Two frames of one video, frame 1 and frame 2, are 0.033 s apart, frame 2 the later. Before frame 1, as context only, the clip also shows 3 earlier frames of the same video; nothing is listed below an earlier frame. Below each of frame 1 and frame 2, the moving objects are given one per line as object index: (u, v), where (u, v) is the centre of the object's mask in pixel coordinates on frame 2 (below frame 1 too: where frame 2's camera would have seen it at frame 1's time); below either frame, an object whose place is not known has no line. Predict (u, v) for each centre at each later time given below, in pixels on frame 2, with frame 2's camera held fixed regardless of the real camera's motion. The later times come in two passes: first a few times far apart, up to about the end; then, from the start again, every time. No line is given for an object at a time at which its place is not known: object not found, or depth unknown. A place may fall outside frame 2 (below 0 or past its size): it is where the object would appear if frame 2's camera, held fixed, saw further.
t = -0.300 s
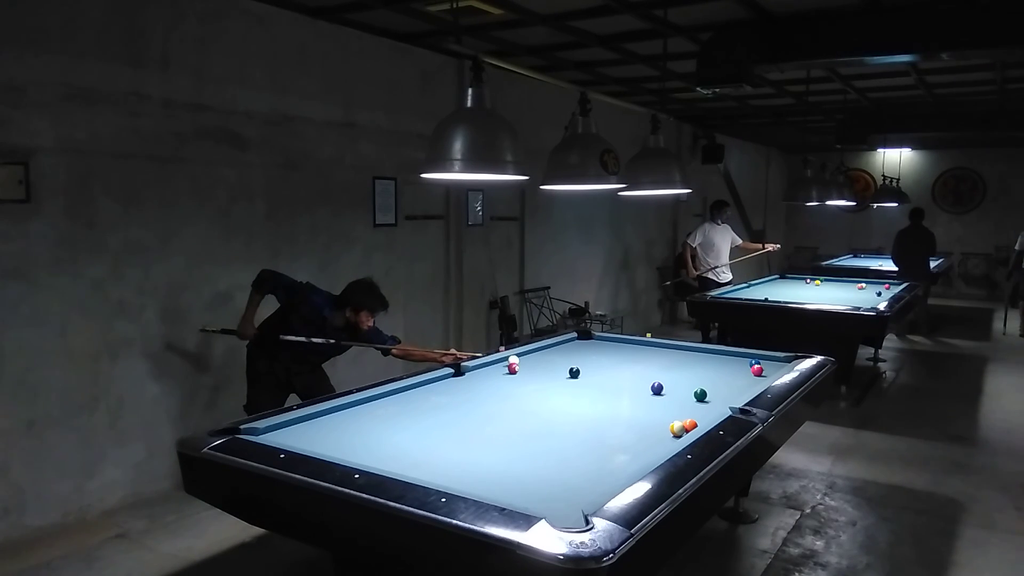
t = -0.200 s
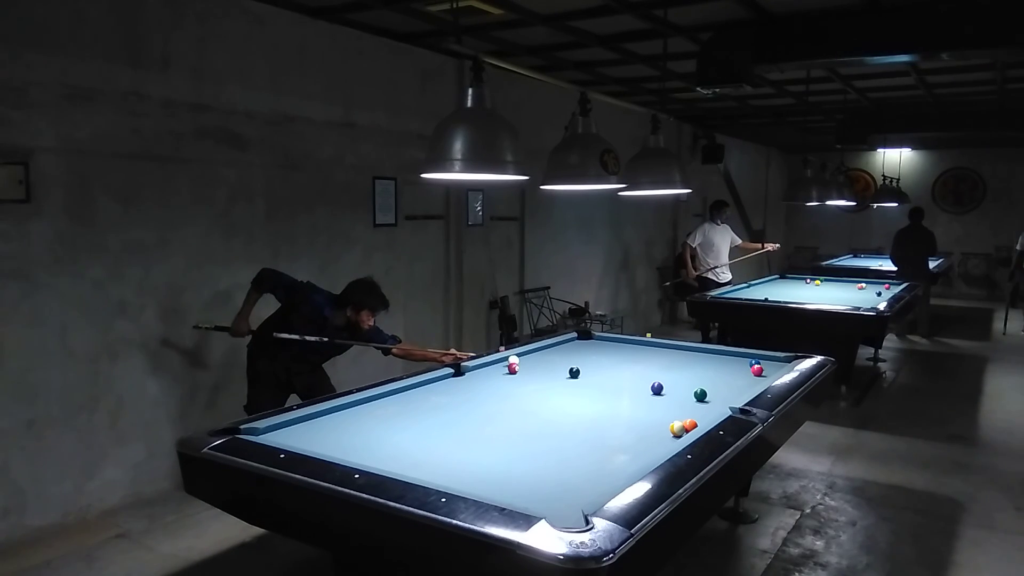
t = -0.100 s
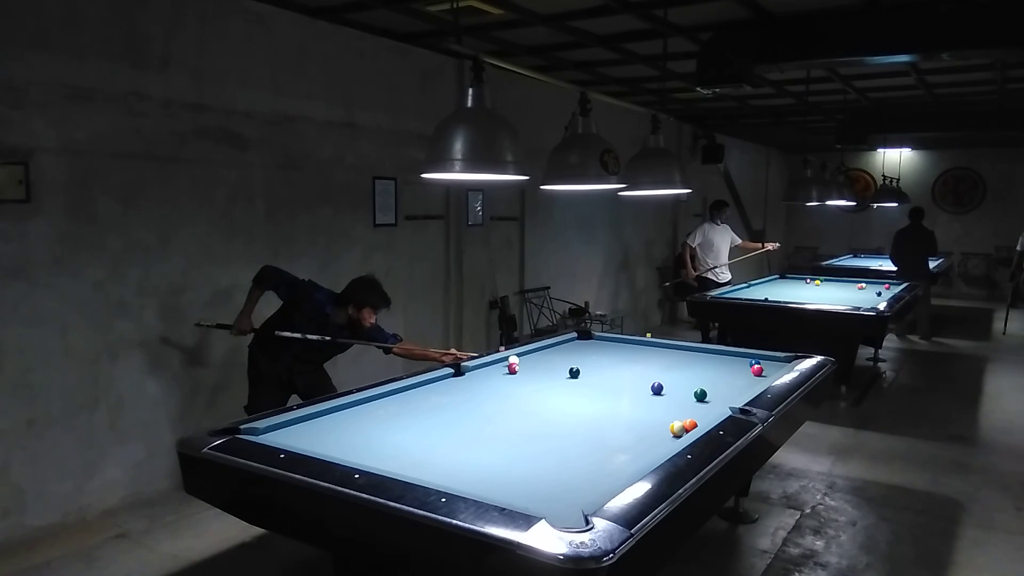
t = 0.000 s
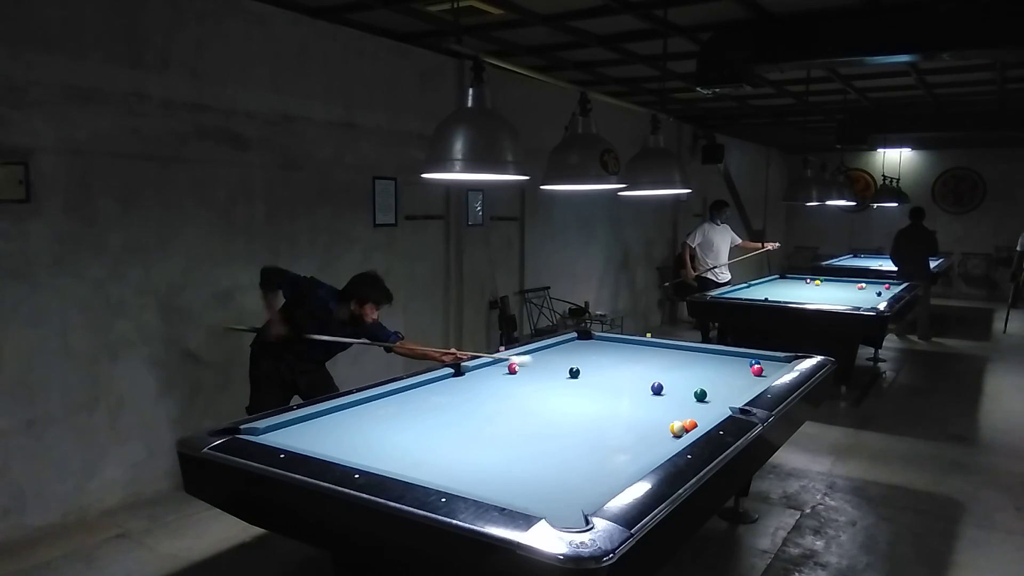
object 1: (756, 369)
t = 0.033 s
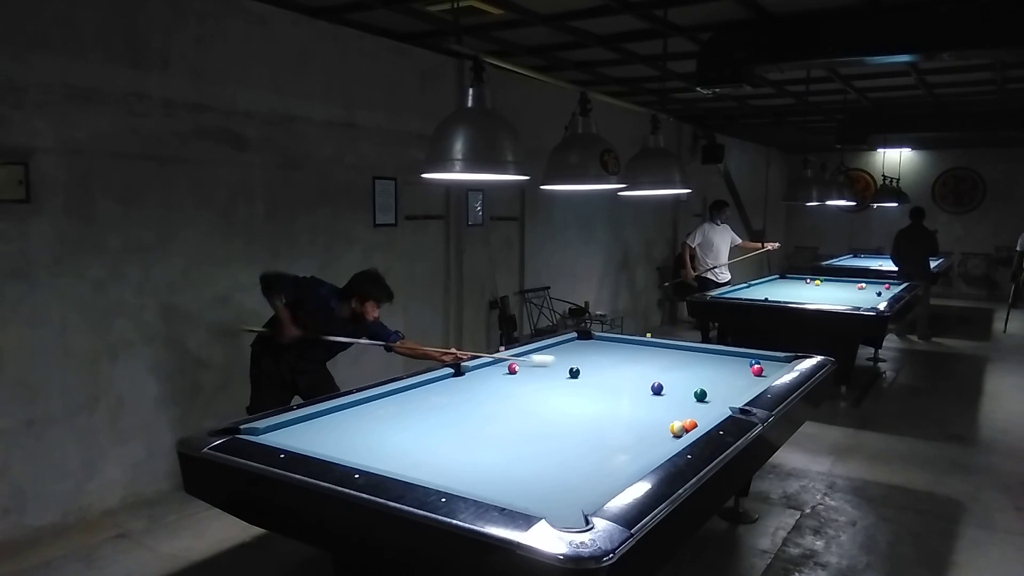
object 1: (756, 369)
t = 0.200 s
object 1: (756, 369)
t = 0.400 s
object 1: (757, 370)
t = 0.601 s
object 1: (756, 372)
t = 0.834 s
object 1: (754, 375)
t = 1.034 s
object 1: (752, 378)
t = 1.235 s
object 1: (750, 380)
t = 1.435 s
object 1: (749, 382)
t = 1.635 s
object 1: (747, 384)
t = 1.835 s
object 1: (745, 386)
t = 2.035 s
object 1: (743, 388)
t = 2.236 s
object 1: (741, 390)
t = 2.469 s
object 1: (739, 391)
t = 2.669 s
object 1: (736, 393)
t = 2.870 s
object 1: (735, 394)
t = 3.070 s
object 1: (733, 395)
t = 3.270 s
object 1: (731, 396)
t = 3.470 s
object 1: (730, 397)
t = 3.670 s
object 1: (730, 397)
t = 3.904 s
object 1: (729, 398)
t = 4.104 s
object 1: (729, 398)
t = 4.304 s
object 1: (728, 398)
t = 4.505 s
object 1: (728, 399)
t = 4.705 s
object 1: (728, 399)
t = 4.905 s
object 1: (728, 398)
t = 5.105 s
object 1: (729, 398)
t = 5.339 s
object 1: (729, 398)
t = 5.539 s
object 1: (728, 398)
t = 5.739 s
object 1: (728, 398)
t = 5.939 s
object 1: (729, 398)
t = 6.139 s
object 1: (728, 398)
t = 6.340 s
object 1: (729, 398)
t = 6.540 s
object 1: (729, 398)
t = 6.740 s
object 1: (729, 398)
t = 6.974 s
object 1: (729, 398)
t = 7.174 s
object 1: (729, 398)
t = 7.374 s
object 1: (728, 398)
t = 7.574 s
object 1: (728, 398)
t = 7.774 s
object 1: (729, 398)
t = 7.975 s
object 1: (729, 398)
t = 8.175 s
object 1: (729, 398)
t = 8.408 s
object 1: (729, 398)
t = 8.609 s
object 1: (729, 398)
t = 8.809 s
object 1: (729, 398)
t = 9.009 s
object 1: (728, 398)
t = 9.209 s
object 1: (728, 398)
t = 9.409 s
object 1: (728, 398)
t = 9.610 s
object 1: (729, 398)
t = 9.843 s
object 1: (729, 398)
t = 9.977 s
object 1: (729, 398)
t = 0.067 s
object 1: (756, 369)
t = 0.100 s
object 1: (756, 369)
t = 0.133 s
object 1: (756, 369)
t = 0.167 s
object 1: (756, 369)
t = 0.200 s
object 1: (756, 369)
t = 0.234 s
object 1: (756, 369)
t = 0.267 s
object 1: (756, 369)
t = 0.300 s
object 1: (756, 368)
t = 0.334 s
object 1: (756, 368)
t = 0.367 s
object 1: (757, 370)
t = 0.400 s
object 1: (757, 370)
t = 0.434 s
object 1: (757, 370)
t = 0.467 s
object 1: (757, 371)
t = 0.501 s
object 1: (756, 371)
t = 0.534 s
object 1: (756, 372)
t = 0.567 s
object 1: (756, 372)
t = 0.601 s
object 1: (756, 372)
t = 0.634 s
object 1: (755, 373)
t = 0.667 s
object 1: (755, 373)
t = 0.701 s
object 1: (755, 374)
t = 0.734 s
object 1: (754, 374)
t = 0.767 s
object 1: (754, 374)
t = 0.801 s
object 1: (754, 375)
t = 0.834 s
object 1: (754, 375)
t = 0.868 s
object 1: (753, 376)
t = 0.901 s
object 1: (753, 376)
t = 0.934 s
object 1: (753, 377)
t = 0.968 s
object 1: (753, 377)
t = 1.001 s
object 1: (752, 377)
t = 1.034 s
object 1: (752, 378)
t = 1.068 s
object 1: (752, 378)
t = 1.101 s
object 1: (751, 379)
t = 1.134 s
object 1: (751, 379)
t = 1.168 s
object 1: (751, 379)
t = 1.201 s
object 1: (751, 380)
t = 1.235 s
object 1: (750, 380)
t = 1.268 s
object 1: (750, 380)
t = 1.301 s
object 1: (750, 381)
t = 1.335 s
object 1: (749, 381)
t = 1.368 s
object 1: (749, 382)
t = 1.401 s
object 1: (749, 382)
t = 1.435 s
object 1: (749, 382)
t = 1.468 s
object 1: (748, 383)
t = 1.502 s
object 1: (748, 383)
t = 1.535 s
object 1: (748, 383)
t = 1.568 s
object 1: (747, 384)
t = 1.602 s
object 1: (747, 384)
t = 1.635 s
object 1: (747, 384)
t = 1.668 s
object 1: (746, 385)
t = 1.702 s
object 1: (746, 385)
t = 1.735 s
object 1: (746, 385)
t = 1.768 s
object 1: (745, 386)
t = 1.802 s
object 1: (745, 386)
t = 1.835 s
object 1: (745, 386)
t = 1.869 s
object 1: (745, 387)
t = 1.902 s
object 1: (744, 387)
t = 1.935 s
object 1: (744, 387)
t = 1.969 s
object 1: (744, 388)
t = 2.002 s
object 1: (743, 388)
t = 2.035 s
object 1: (743, 388)
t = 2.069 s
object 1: (743, 388)
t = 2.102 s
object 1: (742, 389)
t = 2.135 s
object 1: (742, 389)
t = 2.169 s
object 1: (742, 389)
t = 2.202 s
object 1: (741, 389)
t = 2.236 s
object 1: (741, 390)
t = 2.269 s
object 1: (741, 390)
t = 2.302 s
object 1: (741, 390)
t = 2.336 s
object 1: (740, 391)
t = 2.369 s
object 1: (740, 391)
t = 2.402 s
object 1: (739, 391)
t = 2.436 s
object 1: (739, 391)
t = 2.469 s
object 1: (739, 391)
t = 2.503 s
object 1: (738, 392)
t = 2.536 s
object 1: (738, 392)
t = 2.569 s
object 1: (738, 392)
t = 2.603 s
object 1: (737, 393)
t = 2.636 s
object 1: (737, 393)
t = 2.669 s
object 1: (736, 393)
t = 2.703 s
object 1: (736, 393)
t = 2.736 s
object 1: (736, 393)
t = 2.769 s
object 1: (736, 394)
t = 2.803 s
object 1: (735, 394)
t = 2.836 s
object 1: (735, 394)
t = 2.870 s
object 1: (735, 394)
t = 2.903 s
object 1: (735, 395)
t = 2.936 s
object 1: (734, 395)
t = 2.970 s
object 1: (734, 395)
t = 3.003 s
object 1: (734, 395)
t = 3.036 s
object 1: (733, 395)
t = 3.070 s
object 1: (733, 395)
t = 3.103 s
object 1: (733, 395)
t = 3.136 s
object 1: (733, 395)
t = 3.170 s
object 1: (732, 395)
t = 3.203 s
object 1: (732, 396)
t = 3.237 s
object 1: (732, 396)
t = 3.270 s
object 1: (731, 396)
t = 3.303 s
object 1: (731, 396)
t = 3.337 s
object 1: (731, 397)
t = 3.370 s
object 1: (731, 397)
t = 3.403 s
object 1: (730, 397)
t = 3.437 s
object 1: (730, 397)
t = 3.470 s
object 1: (730, 397)
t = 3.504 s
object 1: (730, 397)
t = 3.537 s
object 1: (730, 397)
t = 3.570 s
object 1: (730, 397)
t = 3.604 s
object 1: (730, 397)
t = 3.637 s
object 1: (730, 397)
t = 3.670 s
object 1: (730, 397)
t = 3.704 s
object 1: (730, 398)
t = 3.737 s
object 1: (730, 398)
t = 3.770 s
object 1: (730, 398)
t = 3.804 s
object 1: (729, 398)
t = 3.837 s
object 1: (729, 398)
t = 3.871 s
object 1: (729, 398)
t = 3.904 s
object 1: (729, 398)
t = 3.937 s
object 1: (729, 398)
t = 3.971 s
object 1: (729, 398)
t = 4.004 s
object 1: (729, 398)
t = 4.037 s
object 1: (729, 398)
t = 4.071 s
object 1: (729, 398)
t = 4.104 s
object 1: (729, 398)
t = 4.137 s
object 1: (729, 398)
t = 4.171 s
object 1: (728, 398)
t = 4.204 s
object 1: (728, 398)
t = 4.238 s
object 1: (728, 398)
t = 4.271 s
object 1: (728, 398)
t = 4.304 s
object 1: (728, 398)
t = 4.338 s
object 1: (728, 399)
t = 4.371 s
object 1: (728, 398)
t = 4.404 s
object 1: (728, 398)
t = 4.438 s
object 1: (728, 398)
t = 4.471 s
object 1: (728, 398)
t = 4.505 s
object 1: (728, 399)
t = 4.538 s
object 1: (728, 398)
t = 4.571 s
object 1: (728, 399)
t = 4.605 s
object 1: (728, 399)
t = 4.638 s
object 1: (728, 398)
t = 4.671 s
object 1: (728, 399)
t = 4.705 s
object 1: (728, 399)
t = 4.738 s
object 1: (728, 398)
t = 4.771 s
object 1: (728, 398)
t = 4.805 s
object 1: (728, 398)
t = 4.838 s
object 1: (728, 398)
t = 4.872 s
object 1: (728, 398)
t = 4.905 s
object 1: (728, 398)
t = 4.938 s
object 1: (728, 398)
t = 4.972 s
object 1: (728, 398)
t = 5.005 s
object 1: (728, 398)
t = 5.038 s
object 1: (728, 398)
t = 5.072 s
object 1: (728, 398)
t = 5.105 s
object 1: (729, 398)
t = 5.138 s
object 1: (729, 398)
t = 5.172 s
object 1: (728, 398)
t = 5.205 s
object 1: (728, 398)
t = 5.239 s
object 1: (728, 398)
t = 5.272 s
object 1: (728, 398)
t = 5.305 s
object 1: (728, 398)
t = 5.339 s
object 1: (729, 398)
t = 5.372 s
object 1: (728, 398)
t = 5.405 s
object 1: (729, 398)
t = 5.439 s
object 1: (728, 398)
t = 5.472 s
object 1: (728, 398)
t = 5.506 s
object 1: (728, 398)
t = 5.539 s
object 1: (728, 398)
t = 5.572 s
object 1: (728, 398)
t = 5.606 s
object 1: (728, 398)
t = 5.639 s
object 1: (728, 398)
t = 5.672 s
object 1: (728, 398)
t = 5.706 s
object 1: (728, 398)
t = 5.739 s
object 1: (728, 398)
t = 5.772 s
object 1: (729, 398)
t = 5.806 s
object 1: (728, 398)
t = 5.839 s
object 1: (728, 398)
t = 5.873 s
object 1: (728, 398)
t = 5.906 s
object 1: (728, 398)
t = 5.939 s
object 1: (729, 398)
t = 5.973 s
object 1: (728, 398)
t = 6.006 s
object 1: (728, 398)
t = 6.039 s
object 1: (728, 398)
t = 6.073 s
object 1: (728, 398)
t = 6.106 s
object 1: (728, 398)
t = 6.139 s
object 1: (728, 398)
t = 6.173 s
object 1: (729, 398)
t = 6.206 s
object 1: (728, 398)
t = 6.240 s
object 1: (728, 398)
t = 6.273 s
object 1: (728, 398)
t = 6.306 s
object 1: (728, 398)
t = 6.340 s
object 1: (729, 398)
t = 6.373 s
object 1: (729, 398)
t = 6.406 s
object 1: (728, 398)
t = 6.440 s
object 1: (728, 398)
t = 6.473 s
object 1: (729, 398)
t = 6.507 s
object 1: (729, 398)
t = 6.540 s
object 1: (729, 398)
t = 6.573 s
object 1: (729, 398)
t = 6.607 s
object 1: (729, 398)
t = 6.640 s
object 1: (729, 398)
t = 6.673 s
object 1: (729, 398)
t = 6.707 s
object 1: (729, 398)
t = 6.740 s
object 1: (729, 398)
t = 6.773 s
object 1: (729, 398)
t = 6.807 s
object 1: (729, 398)
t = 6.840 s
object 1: (729, 398)
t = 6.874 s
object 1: (728, 398)
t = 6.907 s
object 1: (729, 398)
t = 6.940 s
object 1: (729, 398)
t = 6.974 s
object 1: (729, 398)
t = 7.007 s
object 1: (729, 398)
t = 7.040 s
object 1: (729, 398)
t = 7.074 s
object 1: (729, 398)
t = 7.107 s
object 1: (729, 398)
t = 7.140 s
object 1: (729, 398)
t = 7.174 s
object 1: (729, 398)
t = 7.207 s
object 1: (729, 398)
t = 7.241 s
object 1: (729, 398)
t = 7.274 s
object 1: (729, 398)
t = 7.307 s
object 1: (729, 398)
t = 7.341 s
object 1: (729, 398)
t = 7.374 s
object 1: (728, 398)
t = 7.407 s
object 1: (728, 398)
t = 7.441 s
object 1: (728, 398)
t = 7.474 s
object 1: (728, 398)
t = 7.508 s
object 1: (728, 398)
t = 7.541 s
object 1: (729, 398)
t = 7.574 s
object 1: (728, 398)
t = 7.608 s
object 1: (729, 398)
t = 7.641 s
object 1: (728, 398)
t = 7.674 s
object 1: (729, 398)
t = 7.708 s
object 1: (728, 398)
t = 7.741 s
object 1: (728, 398)
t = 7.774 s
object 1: (729, 398)
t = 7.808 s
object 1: (729, 398)
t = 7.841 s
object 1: (729, 398)
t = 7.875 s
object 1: (729, 398)
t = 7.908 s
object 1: (729, 398)
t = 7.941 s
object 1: (728, 398)
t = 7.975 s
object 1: (729, 398)
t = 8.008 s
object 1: (729, 398)
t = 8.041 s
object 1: (729, 398)
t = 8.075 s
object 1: (729, 398)
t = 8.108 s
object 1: (729, 398)
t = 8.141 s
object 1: (729, 398)
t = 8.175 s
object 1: (729, 398)
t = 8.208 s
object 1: (729, 398)
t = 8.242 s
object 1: (729, 398)
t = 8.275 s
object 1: (729, 398)
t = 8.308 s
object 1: (729, 398)
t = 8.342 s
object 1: (729, 398)
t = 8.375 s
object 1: (729, 398)
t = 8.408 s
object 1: (729, 398)
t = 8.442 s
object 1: (729, 398)
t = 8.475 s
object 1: (729, 398)
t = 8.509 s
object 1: (729, 398)
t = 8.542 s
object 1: (729, 398)
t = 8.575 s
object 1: (729, 398)
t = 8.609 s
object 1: (729, 398)
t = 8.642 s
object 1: (729, 398)
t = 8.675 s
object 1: (729, 398)
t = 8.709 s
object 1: (729, 398)
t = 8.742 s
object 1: (729, 398)
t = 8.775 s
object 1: (729, 398)
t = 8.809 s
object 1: (729, 398)
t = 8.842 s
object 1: (729, 398)
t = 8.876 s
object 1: (729, 398)
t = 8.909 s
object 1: (729, 398)
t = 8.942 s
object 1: (729, 398)
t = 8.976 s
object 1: (729, 398)
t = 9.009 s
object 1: (728, 398)
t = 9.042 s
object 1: (729, 398)
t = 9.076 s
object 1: (729, 398)
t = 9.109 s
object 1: (729, 398)
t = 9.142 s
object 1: (729, 398)
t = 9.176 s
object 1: (728, 398)
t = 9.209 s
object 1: (728, 398)
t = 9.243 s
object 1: (728, 398)
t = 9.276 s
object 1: (728, 398)
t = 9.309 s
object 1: (729, 398)
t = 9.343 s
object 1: (728, 398)
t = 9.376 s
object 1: (728, 398)
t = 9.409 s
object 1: (728, 398)
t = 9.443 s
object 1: (728, 398)
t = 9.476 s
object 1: (728, 398)
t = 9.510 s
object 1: (728, 398)
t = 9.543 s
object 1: (728, 398)
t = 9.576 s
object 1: (728, 398)
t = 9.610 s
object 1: (729, 398)
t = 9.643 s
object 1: (729, 398)
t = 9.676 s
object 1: (729, 398)
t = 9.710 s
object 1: (729, 398)
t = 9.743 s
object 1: (729, 398)
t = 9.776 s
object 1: (729, 398)
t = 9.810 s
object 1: (729, 398)
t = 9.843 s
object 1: (729, 398)
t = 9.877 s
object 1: (729, 398)
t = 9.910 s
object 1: (729, 398)
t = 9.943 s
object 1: (729, 398)
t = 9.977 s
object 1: (729, 398)
